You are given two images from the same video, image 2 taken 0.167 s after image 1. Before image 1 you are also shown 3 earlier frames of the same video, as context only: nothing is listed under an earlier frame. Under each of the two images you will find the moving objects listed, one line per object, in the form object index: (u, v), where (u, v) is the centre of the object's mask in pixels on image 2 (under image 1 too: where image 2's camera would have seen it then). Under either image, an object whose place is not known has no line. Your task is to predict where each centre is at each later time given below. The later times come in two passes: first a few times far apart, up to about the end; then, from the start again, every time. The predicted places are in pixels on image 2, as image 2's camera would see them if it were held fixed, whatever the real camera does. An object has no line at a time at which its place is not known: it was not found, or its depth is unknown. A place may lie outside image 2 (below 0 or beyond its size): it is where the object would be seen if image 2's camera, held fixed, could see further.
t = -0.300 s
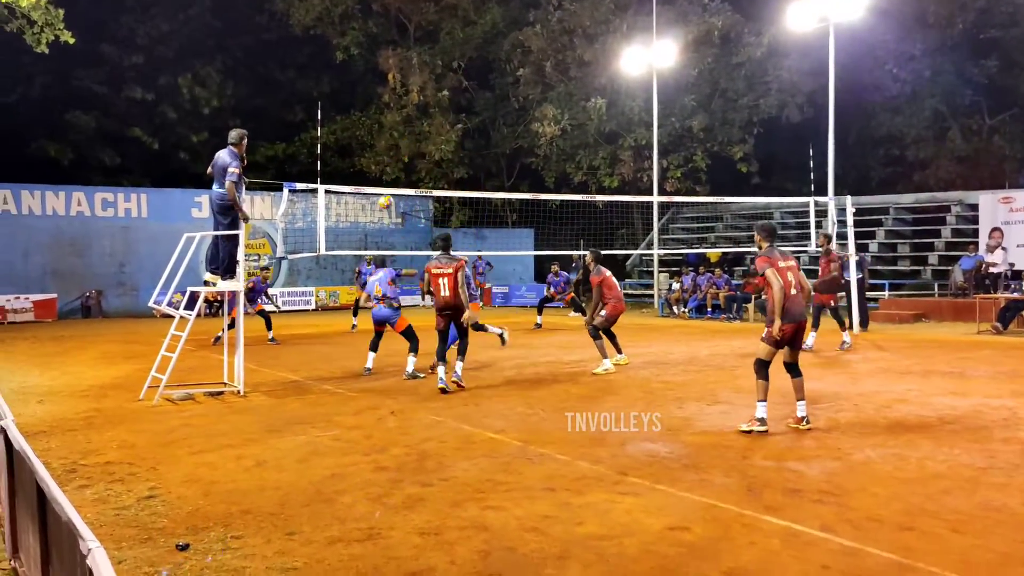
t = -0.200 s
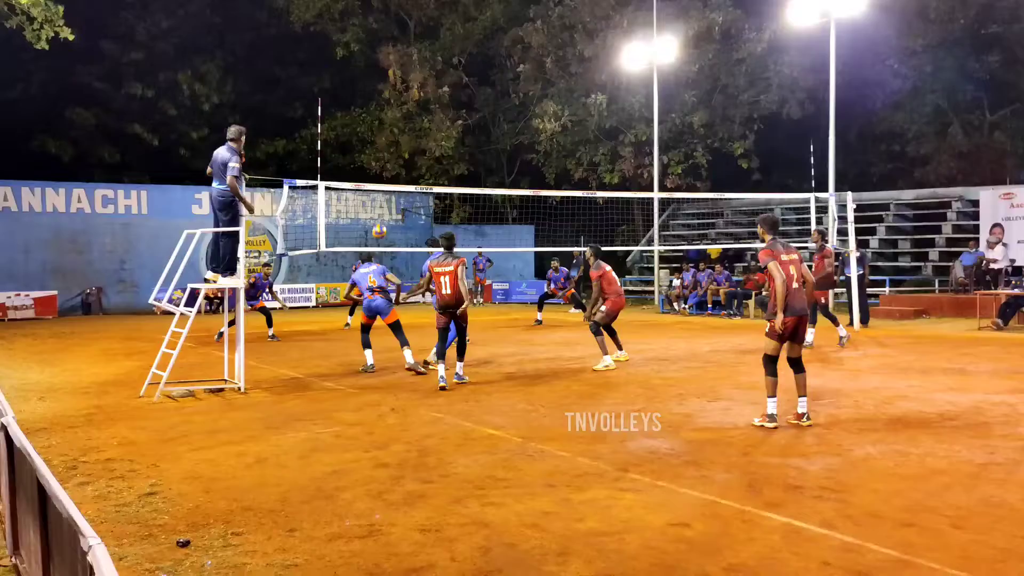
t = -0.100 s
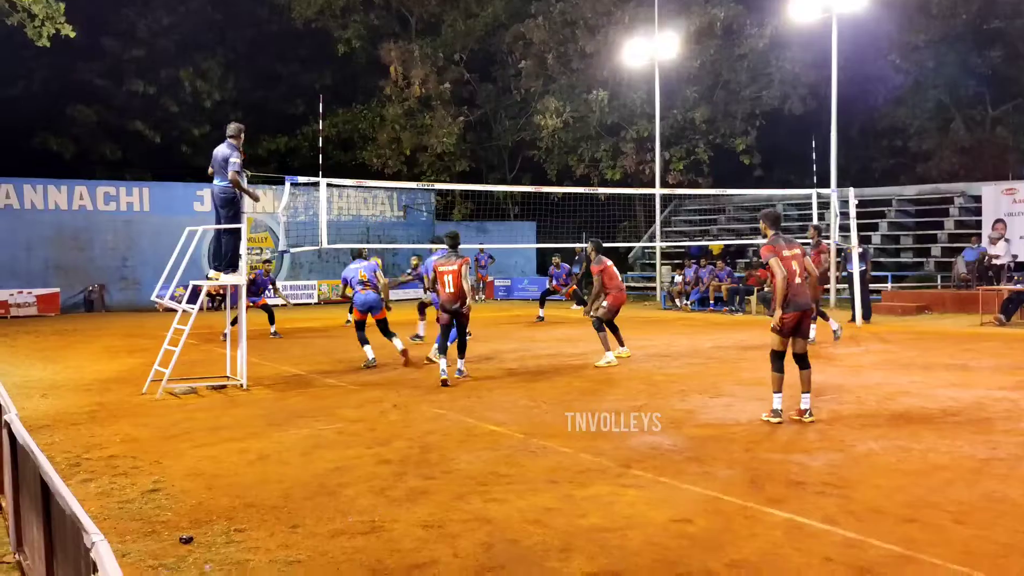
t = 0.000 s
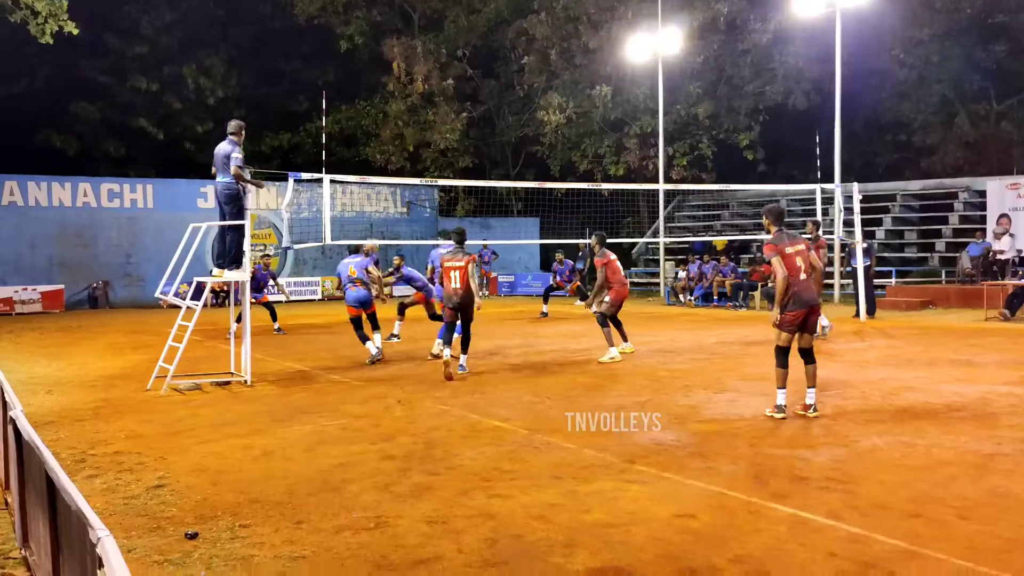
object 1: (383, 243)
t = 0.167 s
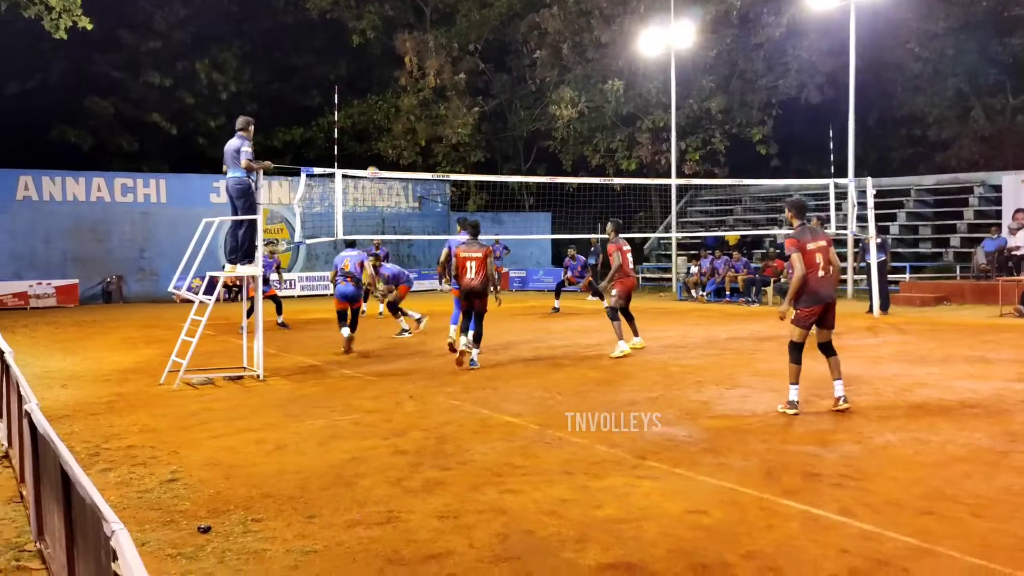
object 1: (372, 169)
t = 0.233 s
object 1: (368, 152)
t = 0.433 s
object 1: (358, 103)
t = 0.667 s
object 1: (347, 77)
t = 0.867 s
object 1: (338, 80)
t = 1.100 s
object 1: (327, 114)
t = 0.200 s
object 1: (370, 162)
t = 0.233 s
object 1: (368, 152)
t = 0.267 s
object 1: (366, 142)
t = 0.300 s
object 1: (365, 133)
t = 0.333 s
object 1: (363, 124)
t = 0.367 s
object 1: (361, 117)
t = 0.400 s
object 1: (359, 109)
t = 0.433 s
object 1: (358, 103)
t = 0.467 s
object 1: (356, 97)
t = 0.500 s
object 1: (354, 92)
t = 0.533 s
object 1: (353, 88)
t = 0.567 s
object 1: (351, 84)
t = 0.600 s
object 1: (350, 81)
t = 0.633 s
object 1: (348, 79)
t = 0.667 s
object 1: (347, 77)
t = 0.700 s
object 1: (345, 76)
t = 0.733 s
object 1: (344, 75)
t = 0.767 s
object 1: (343, 76)
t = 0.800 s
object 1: (341, 77)
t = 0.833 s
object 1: (340, 78)
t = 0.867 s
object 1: (338, 80)
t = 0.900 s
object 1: (337, 83)
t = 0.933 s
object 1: (335, 87)
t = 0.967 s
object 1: (334, 91)
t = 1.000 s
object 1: (333, 96)
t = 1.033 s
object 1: (331, 101)
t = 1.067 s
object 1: (330, 107)
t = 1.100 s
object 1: (327, 114)
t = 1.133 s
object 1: (327, 121)
